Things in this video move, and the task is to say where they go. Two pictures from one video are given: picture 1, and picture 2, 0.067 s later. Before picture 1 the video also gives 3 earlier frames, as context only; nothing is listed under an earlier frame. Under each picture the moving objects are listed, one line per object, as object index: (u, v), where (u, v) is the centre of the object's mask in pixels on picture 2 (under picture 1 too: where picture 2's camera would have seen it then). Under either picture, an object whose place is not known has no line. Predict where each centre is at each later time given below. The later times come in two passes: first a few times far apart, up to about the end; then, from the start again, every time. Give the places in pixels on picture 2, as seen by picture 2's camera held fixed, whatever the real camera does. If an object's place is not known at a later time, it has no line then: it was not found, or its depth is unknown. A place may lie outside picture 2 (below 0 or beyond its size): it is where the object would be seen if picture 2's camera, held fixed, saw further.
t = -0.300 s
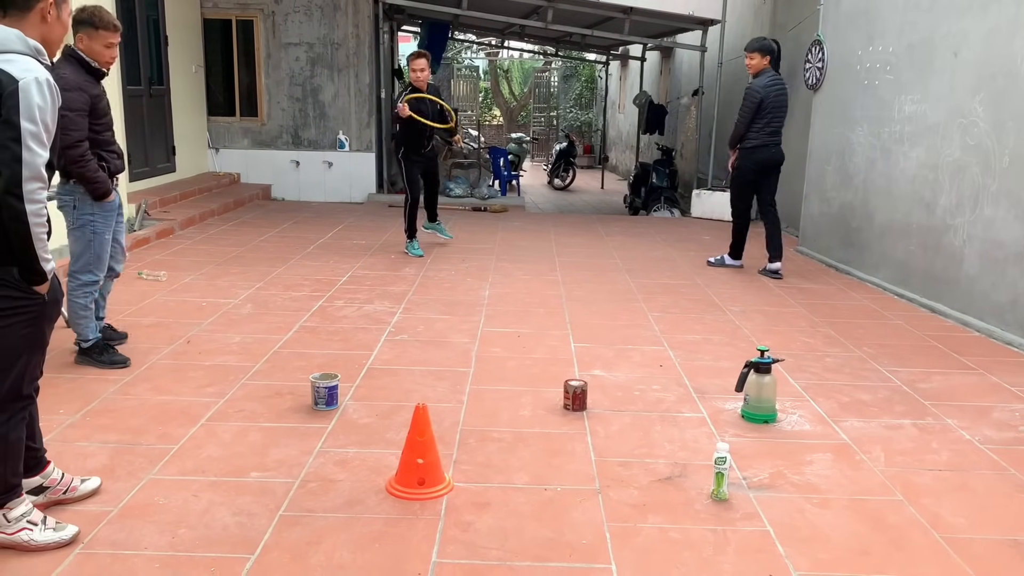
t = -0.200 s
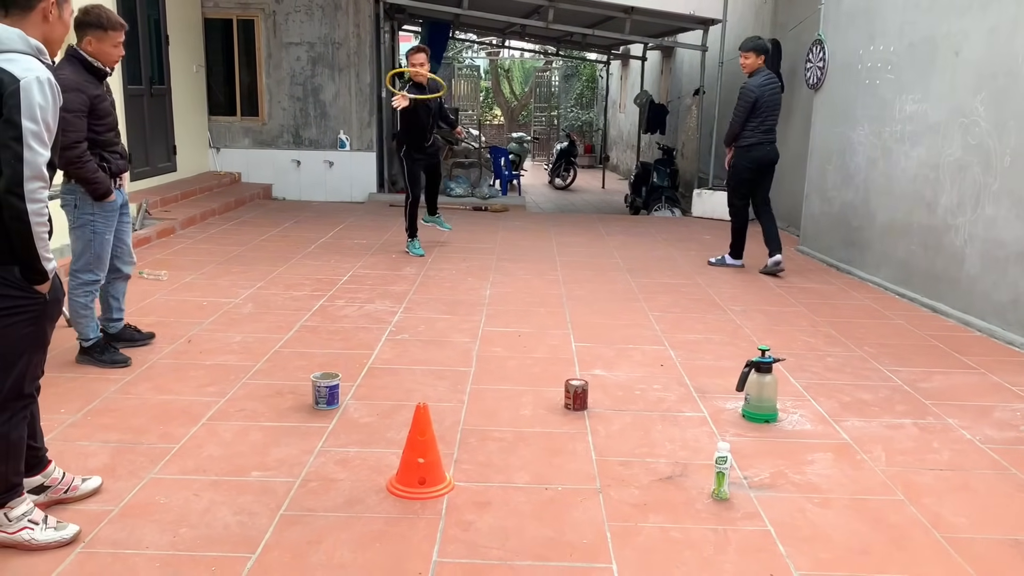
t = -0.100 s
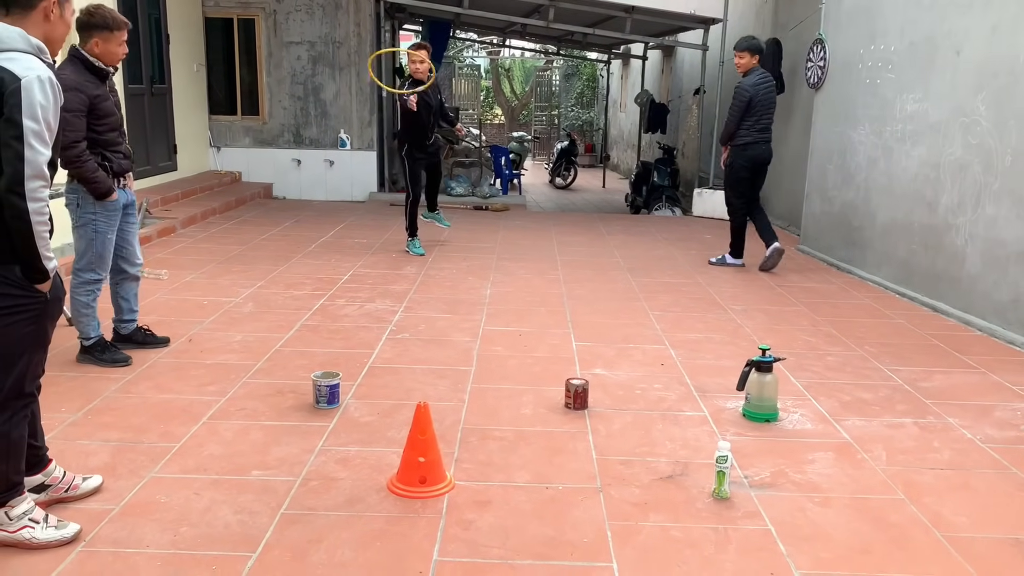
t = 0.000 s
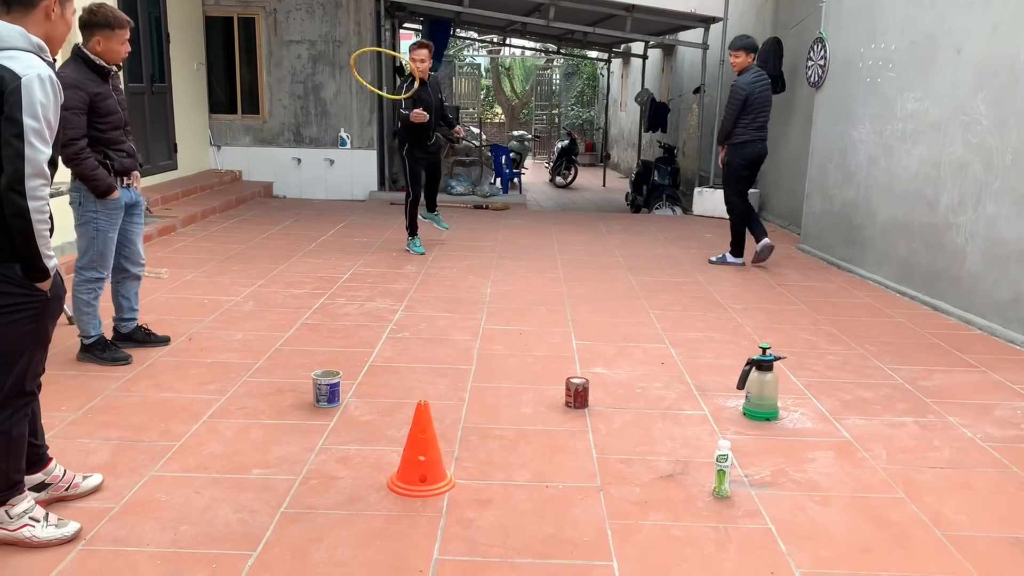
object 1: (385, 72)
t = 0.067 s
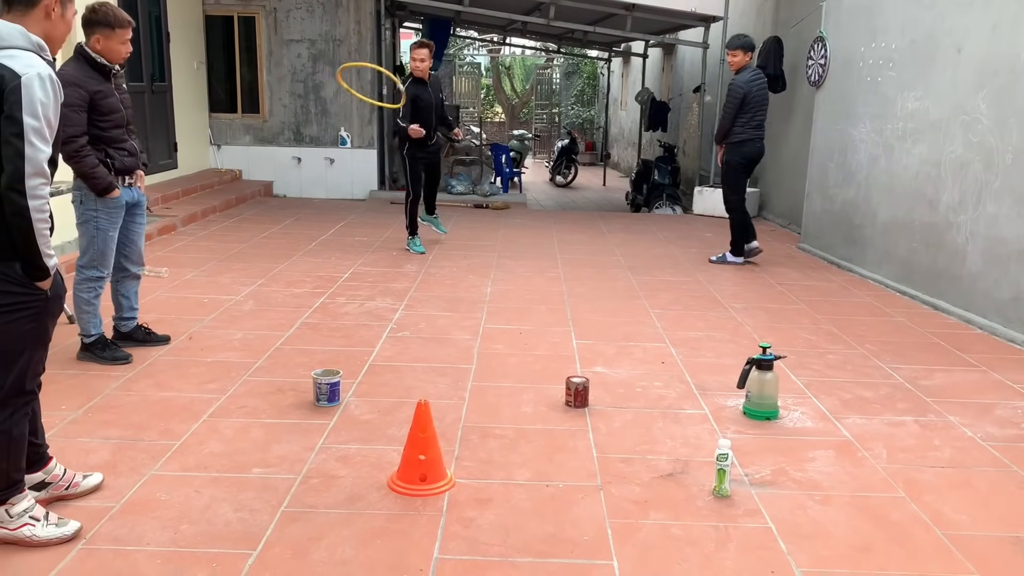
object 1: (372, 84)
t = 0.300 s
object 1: (320, 220)
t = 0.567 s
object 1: (259, 396)
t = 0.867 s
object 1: (267, 449)
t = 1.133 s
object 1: (350, 463)
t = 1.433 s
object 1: (442, 457)
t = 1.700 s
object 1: (484, 450)
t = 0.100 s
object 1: (364, 95)
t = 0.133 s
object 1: (357, 108)
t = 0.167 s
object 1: (349, 124)
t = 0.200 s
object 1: (342, 143)
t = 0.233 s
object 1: (334, 166)
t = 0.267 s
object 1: (327, 191)
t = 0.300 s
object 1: (320, 220)
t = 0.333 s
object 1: (311, 251)
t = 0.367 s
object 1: (303, 288)
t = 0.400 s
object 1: (293, 328)
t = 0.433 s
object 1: (275, 366)
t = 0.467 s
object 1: (265, 397)
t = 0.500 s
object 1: (267, 394)
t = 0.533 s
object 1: (263, 395)
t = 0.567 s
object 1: (259, 396)
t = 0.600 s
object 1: (258, 395)
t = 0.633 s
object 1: (257, 396)
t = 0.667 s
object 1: (256, 399)
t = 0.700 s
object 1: (254, 406)
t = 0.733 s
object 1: (253, 415)
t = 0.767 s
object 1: (254, 421)
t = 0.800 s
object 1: (257, 428)
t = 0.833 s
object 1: (261, 437)
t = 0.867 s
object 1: (267, 449)
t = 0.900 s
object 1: (273, 461)
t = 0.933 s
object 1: (281, 468)
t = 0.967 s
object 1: (291, 470)
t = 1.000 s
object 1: (302, 469)
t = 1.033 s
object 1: (313, 467)
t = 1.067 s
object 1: (325, 465)
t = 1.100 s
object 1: (338, 464)
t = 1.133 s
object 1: (350, 463)
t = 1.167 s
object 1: (363, 462)
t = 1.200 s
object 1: (375, 461)
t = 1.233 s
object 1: (386, 460)
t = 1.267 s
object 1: (398, 460)
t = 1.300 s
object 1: (408, 459)
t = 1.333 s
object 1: (417, 459)
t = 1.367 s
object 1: (426, 459)
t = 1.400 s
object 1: (434, 459)
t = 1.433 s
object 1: (442, 457)
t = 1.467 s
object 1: (449, 456)
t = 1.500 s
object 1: (456, 455)
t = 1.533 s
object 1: (463, 453)
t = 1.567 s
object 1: (469, 452)
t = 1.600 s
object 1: (474, 451)
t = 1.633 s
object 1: (478, 451)
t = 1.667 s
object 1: (482, 450)
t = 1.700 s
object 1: (484, 450)
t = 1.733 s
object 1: (486, 451)
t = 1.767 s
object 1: (487, 452)
